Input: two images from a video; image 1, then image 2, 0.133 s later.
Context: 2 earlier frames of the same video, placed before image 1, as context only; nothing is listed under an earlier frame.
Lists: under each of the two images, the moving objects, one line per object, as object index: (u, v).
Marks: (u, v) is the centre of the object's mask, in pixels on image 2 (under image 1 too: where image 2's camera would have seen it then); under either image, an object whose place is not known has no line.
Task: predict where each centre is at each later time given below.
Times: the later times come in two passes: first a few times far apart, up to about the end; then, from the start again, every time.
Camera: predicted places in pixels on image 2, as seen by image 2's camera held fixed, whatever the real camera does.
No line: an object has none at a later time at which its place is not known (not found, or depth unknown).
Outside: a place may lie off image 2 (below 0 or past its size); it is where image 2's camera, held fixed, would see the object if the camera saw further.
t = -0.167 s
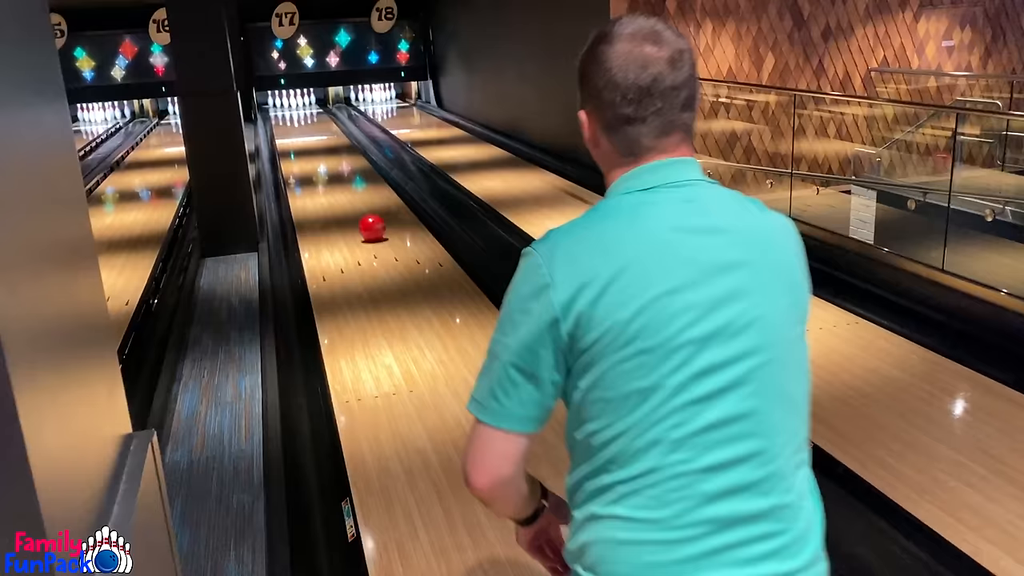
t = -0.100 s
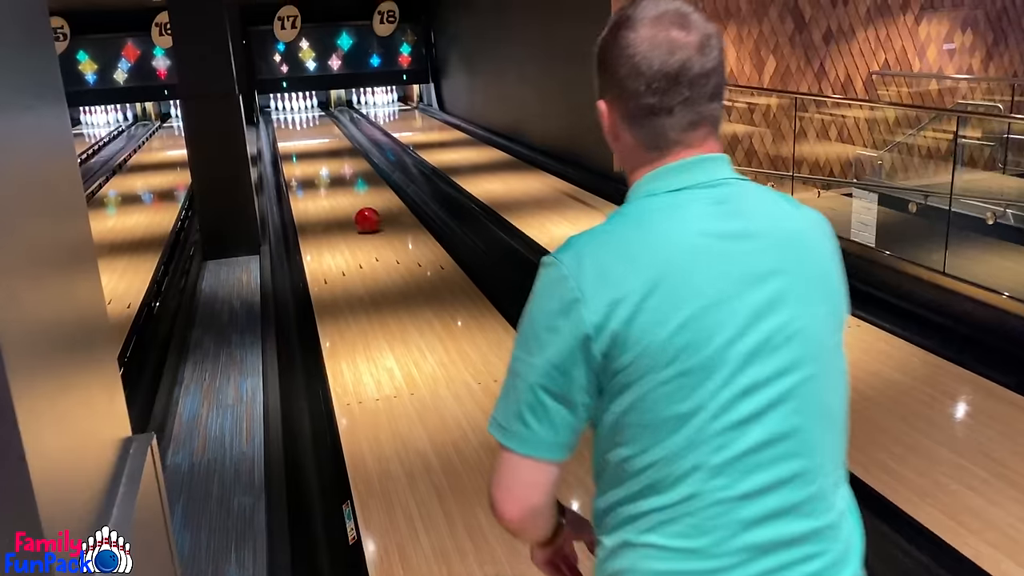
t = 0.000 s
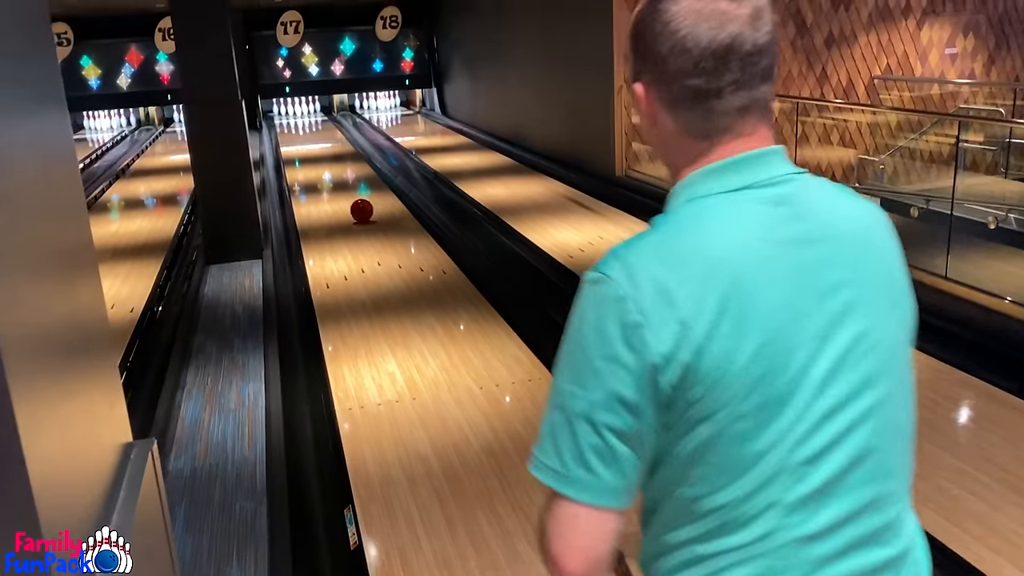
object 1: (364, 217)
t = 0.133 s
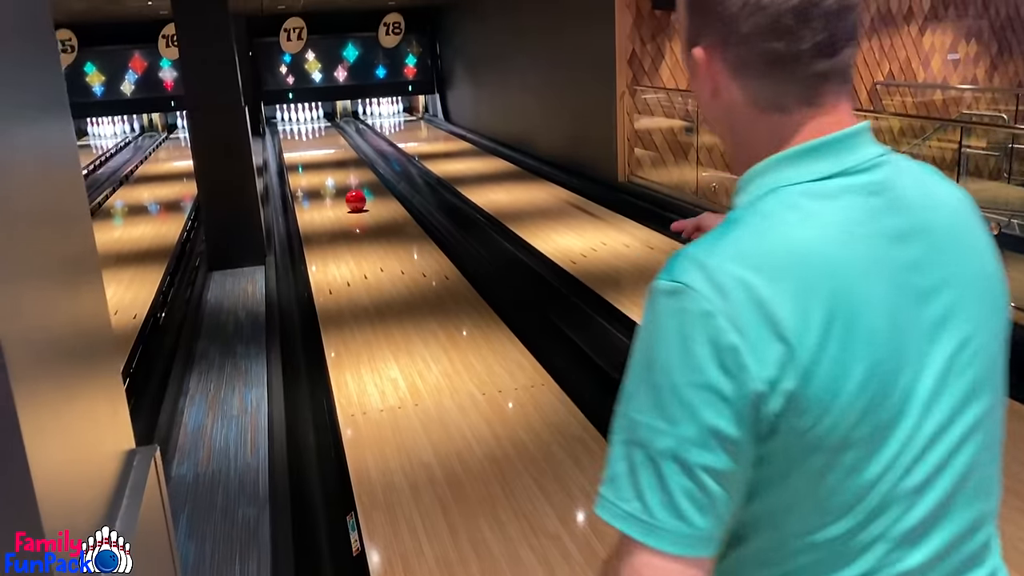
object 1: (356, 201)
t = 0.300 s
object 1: (346, 185)
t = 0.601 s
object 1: (334, 164)
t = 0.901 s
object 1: (326, 148)
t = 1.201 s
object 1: (319, 135)
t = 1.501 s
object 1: (315, 127)
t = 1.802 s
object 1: (311, 120)
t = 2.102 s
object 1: (310, 115)
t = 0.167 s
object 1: (354, 198)
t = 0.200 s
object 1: (352, 194)
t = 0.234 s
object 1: (350, 191)
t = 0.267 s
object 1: (348, 188)
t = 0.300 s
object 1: (346, 185)
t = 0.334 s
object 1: (345, 183)
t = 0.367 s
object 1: (343, 180)
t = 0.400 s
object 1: (342, 178)
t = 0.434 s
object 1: (340, 175)
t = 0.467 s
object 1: (339, 172)
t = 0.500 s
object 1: (338, 170)
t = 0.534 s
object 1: (337, 168)
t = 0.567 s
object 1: (336, 166)
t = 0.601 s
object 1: (334, 164)
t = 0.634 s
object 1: (333, 162)
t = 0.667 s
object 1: (332, 160)
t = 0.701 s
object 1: (331, 158)
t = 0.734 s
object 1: (330, 156)
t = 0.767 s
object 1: (329, 154)
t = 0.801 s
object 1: (328, 153)
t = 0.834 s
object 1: (327, 151)
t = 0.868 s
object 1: (327, 150)
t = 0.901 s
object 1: (326, 148)
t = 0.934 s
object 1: (325, 146)
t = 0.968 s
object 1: (324, 144)
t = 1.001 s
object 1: (323, 143)
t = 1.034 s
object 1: (323, 142)
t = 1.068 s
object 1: (322, 140)
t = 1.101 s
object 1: (321, 139)
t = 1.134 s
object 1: (321, 137)
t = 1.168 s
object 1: (320, 136)
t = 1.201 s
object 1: (319, 135)
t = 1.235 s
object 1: (319, 134)
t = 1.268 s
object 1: (318, 133)
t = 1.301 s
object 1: (318, 132)
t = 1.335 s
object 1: (317, 132)
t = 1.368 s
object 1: (316, 130)
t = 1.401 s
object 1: (316, 129)
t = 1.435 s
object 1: (315, 129)
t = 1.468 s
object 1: (315, 128)
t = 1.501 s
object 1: (315, 127)
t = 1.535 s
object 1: (314, 126)
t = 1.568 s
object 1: (314, 125)
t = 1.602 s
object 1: (313, 124)
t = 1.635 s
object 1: (313, 123)
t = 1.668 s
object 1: (312, 122)
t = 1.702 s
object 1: (312, 121)
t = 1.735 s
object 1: (312, 122)
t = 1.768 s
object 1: (312, 121)
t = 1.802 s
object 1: (311, 120)
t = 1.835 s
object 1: (310, 120)
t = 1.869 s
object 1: (310, 119)
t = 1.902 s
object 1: (310, 118)
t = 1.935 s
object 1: (311, 118)
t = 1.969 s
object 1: (311, 117)
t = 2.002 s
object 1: (311, 117)
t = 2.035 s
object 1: (310, 116)
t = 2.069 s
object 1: (310, 115)
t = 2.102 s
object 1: (310, 115)
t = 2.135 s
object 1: (310, 116)
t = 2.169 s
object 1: (310, 117)
